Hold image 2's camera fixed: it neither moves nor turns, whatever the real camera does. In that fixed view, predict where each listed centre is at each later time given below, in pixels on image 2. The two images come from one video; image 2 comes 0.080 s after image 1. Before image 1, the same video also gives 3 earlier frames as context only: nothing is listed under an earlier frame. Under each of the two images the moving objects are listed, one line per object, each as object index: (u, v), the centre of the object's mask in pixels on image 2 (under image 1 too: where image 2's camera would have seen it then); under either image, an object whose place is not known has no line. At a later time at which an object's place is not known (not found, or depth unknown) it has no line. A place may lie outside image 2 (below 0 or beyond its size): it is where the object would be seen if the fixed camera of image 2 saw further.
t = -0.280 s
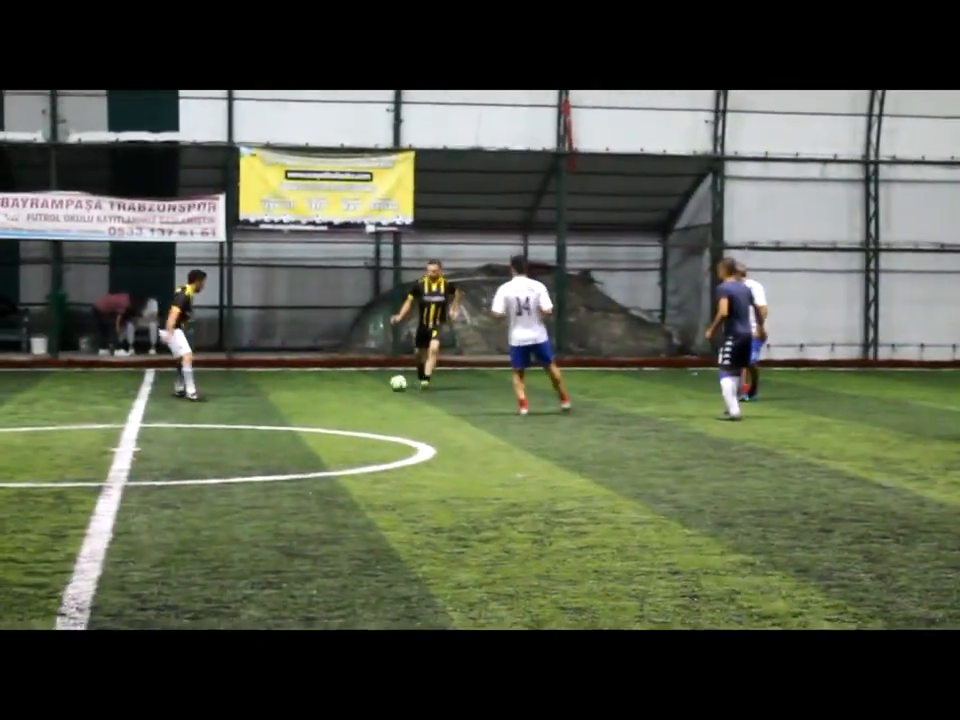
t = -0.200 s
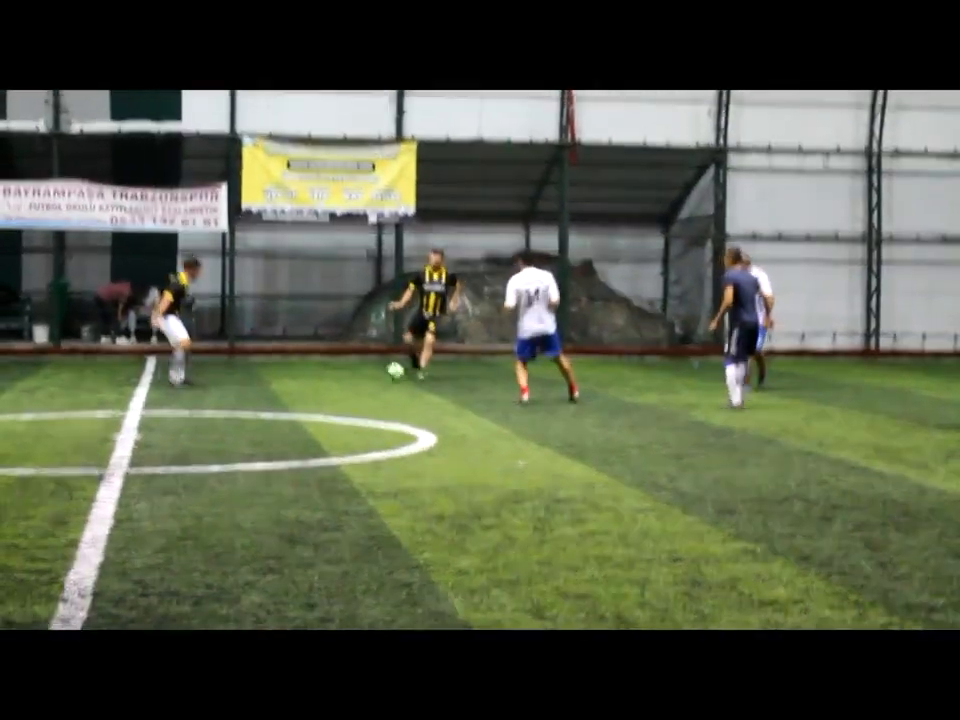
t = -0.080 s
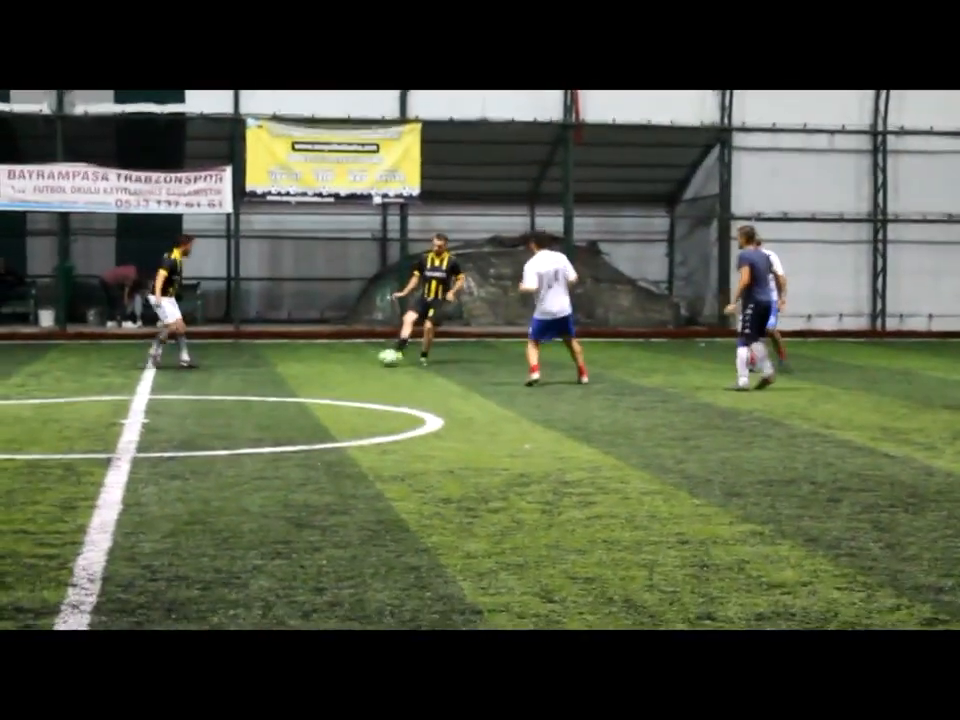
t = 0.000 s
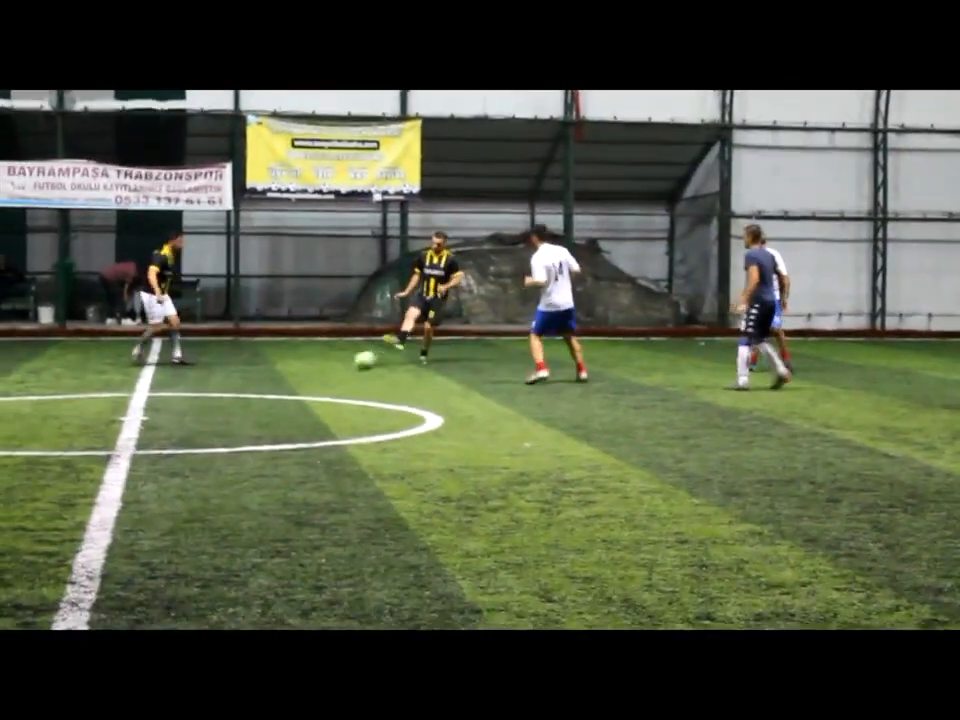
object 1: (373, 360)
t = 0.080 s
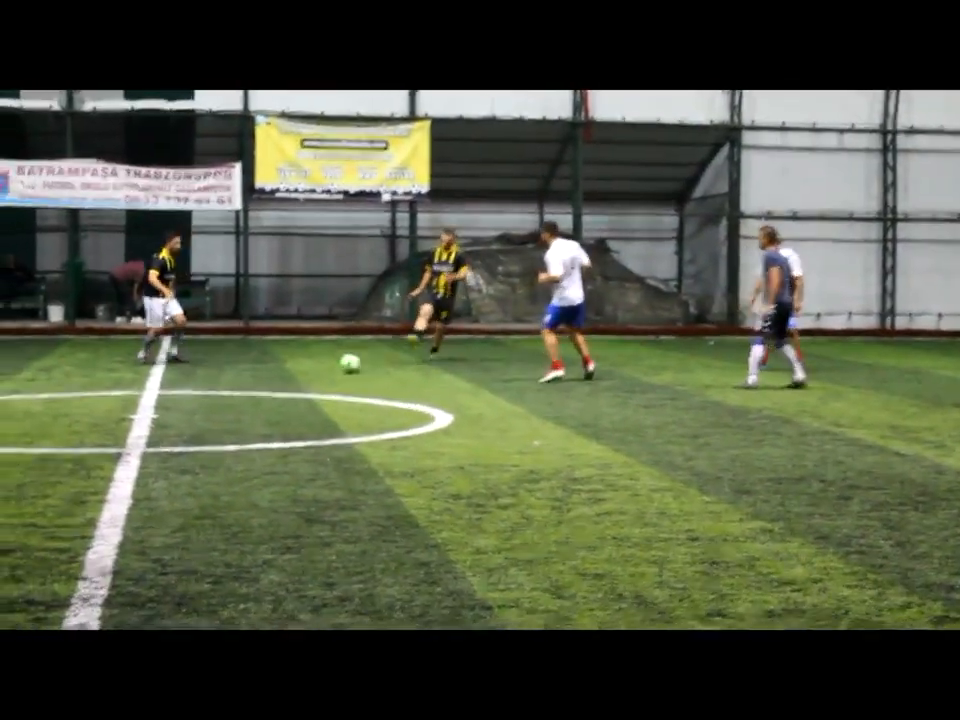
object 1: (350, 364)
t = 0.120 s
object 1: (338, 366)
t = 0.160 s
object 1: (327, 369)
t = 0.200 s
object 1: (315, 370)
